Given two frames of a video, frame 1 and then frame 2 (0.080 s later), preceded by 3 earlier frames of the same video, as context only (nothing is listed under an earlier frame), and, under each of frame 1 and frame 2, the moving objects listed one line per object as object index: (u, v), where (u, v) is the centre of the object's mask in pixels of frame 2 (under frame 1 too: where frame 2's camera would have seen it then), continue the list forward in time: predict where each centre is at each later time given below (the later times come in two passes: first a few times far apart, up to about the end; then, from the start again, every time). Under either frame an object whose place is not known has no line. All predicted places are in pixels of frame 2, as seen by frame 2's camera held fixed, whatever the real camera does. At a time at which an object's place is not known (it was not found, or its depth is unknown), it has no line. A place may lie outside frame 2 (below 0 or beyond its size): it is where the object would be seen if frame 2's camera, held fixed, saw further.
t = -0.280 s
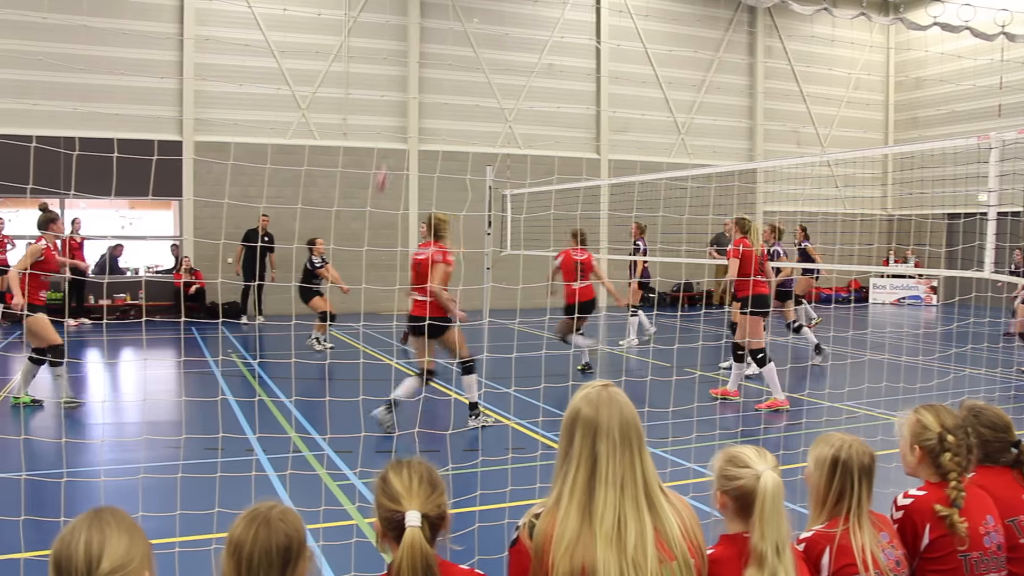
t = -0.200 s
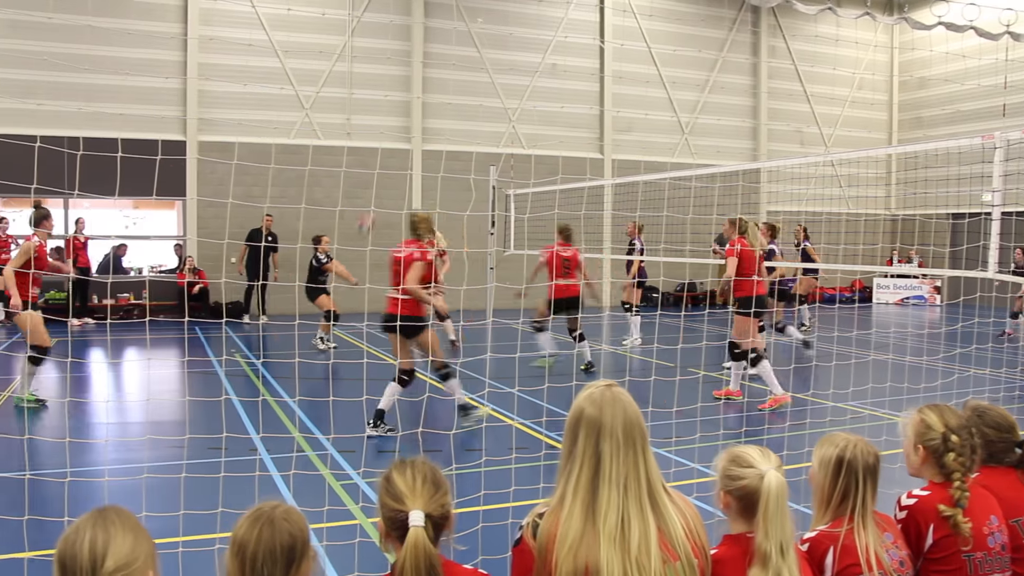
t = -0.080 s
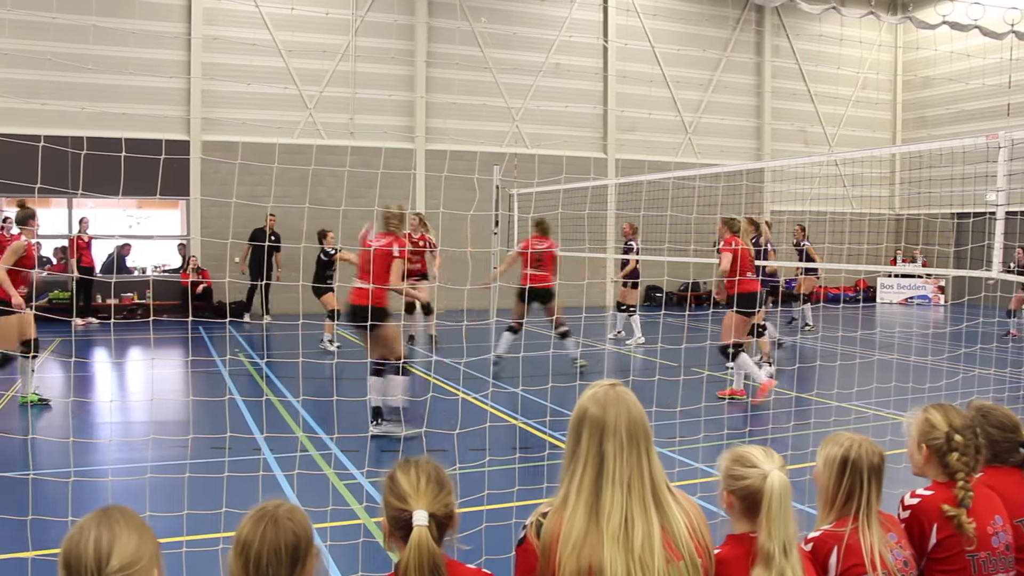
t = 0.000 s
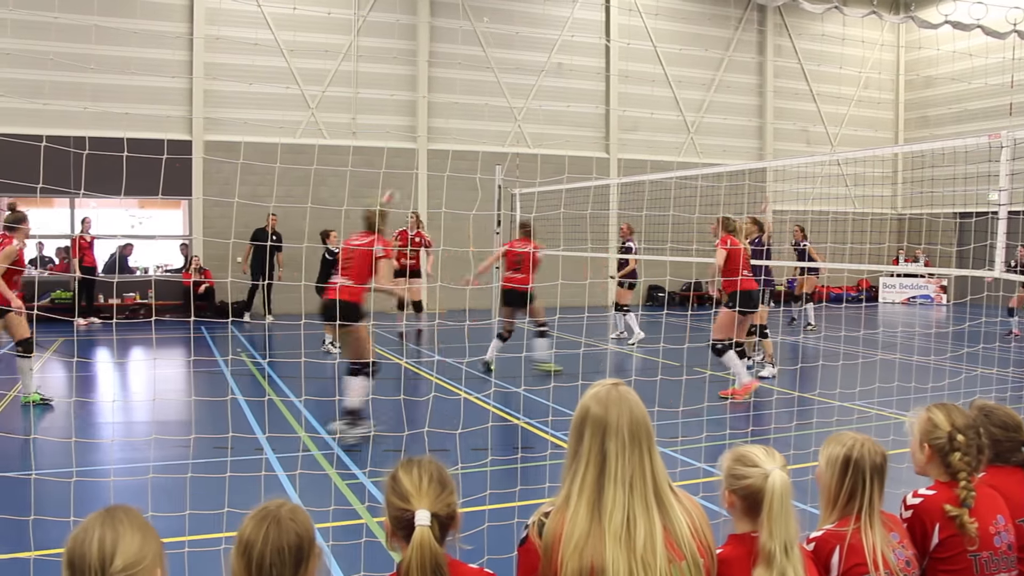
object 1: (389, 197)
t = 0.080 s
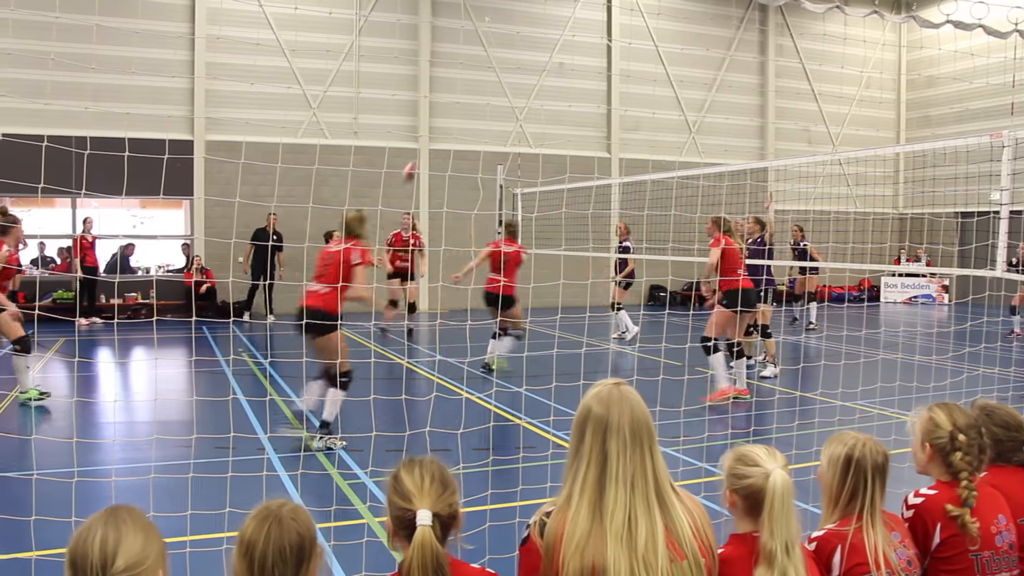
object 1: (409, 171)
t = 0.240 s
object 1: (448, 126)
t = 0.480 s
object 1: (507, 94)
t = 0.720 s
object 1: (573, 114)
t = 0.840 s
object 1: (605, 143)
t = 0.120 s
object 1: (419, 160)
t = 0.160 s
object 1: (428, 146)
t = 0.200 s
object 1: (440, 136)
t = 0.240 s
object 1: (448, 126)
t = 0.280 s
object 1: (459, 118)
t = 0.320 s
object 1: (469, 111)
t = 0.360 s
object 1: (478, 105)
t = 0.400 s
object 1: (489, 100)
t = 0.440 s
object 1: (499, 96)
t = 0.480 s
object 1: (507, 94)
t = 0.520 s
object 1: (518, 94)
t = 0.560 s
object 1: (528, 95)
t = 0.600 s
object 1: (540, 97)
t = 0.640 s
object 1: (550, 101)
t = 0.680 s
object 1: (560, 106)
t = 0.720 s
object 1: (573, 114)
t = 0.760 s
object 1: (584, 121)
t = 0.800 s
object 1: (593, 132)
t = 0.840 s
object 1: (605, 143)
